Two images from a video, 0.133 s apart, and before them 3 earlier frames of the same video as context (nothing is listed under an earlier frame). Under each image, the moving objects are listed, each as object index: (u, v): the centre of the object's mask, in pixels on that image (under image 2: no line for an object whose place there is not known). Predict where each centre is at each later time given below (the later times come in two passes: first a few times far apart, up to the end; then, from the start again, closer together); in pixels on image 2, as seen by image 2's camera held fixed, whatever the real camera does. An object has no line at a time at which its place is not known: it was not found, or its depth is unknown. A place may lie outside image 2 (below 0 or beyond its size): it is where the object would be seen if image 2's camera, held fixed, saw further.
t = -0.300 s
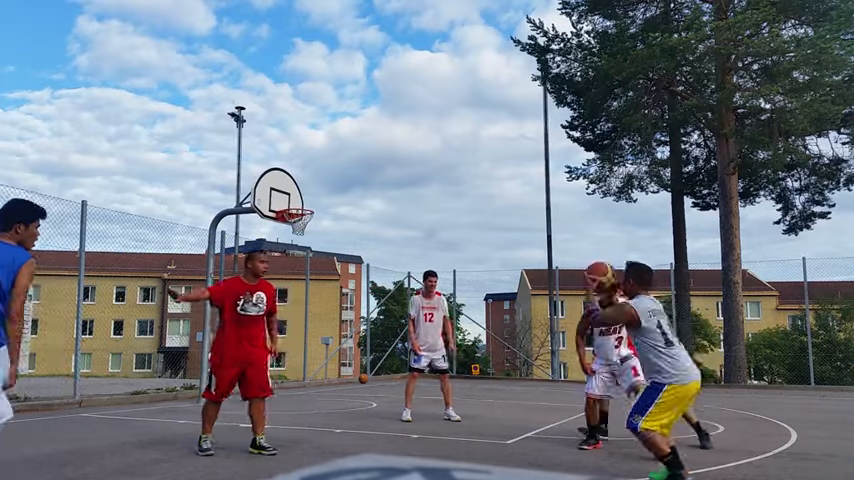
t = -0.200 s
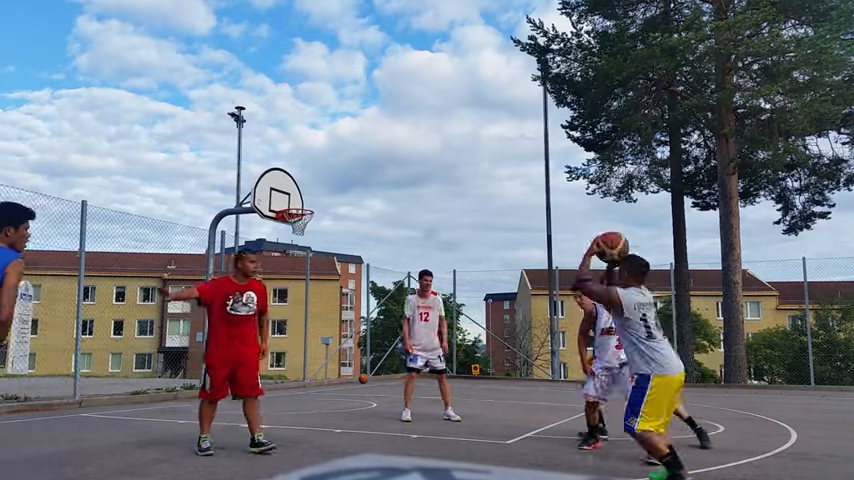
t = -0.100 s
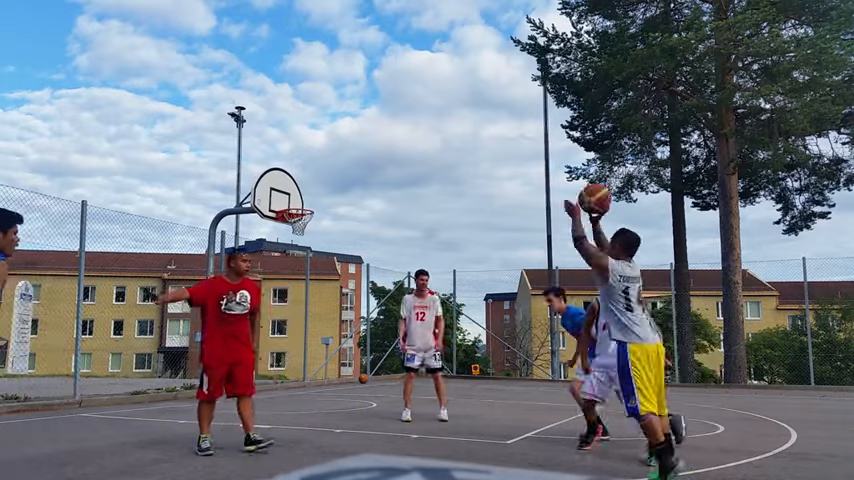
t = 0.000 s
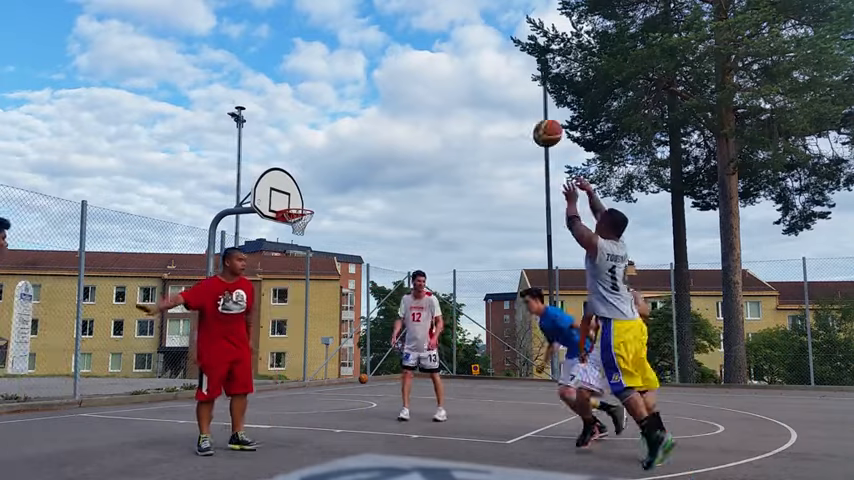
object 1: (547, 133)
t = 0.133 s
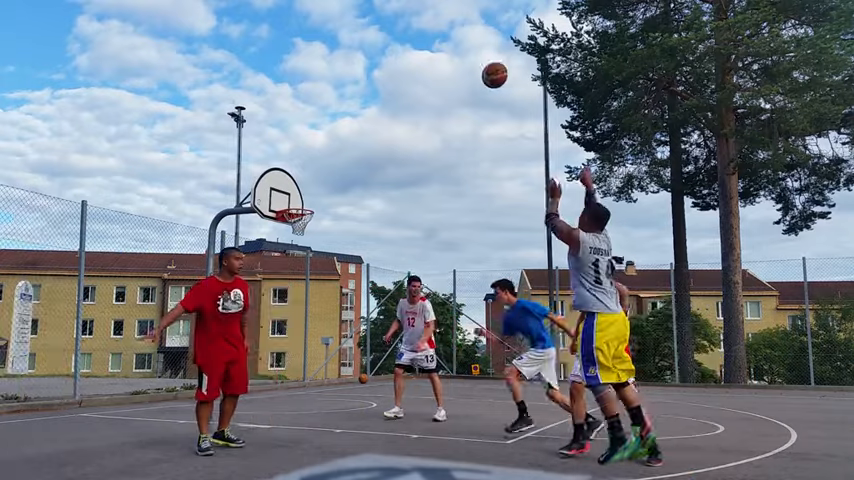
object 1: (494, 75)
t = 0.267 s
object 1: (452, 42)
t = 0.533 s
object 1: (388, 32)
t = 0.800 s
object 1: (340, 73)
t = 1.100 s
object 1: (298, 159)
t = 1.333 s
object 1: (304, 191)
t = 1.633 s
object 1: (358, 187)
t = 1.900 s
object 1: (406, 230)
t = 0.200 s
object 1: (472, 56)
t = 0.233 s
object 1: (462, 48)
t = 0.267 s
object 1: (452, 42)
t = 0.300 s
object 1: (443, 38)
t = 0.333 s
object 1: (434, 34)
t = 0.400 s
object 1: (417, 30)
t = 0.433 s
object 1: (410, 29)
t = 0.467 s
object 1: (402, 30)
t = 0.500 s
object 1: (395, 30)
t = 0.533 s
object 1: (388, 32)
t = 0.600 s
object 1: (375, 39)
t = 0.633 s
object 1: (368, 43)
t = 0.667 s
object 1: (363, 48)
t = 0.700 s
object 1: (357, 53)
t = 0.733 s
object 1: (351, 59)
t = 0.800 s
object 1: (340, 73)
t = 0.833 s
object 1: (335, 80)
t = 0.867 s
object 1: (331, 89)
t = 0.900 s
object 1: (325, 97)
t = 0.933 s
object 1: (321, 106)
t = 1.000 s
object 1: (312, 126)
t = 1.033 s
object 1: (307, 137)
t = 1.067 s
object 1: (303, 148)
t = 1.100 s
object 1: (298, 159)
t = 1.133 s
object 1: (294, 170)
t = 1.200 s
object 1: (286, 196)
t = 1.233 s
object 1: (285, 204)
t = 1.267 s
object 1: (291, 199)
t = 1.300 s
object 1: (297, 195)
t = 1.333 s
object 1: (304, 191)
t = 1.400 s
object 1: (316, 186)
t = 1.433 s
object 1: (321, 184)
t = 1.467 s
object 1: (328, 183)
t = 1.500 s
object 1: (334, 182)
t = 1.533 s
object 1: (340, 183)
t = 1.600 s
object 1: (352, 185)
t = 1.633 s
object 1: (358, 187)
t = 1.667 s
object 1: (364, 190)
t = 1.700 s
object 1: (370, 194)
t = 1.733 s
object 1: (376, 198)
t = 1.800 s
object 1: (388, 209)
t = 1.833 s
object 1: (394, 215)
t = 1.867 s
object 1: (400, 222)
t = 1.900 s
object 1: (406, 230)
